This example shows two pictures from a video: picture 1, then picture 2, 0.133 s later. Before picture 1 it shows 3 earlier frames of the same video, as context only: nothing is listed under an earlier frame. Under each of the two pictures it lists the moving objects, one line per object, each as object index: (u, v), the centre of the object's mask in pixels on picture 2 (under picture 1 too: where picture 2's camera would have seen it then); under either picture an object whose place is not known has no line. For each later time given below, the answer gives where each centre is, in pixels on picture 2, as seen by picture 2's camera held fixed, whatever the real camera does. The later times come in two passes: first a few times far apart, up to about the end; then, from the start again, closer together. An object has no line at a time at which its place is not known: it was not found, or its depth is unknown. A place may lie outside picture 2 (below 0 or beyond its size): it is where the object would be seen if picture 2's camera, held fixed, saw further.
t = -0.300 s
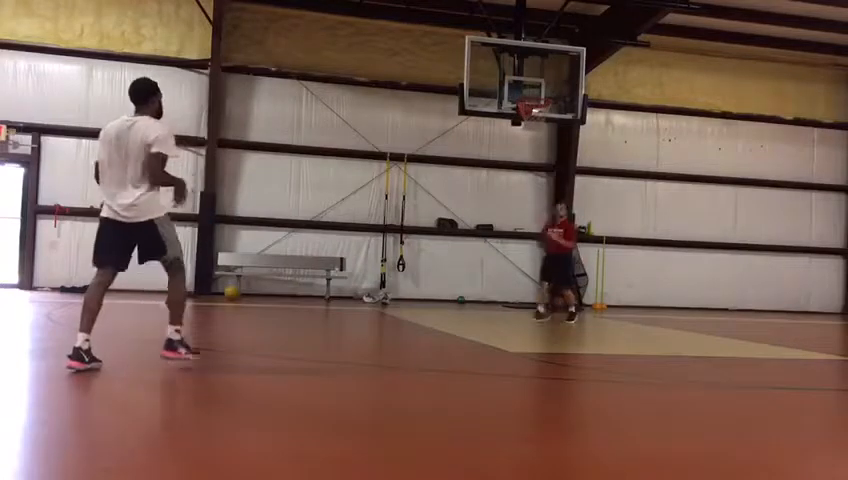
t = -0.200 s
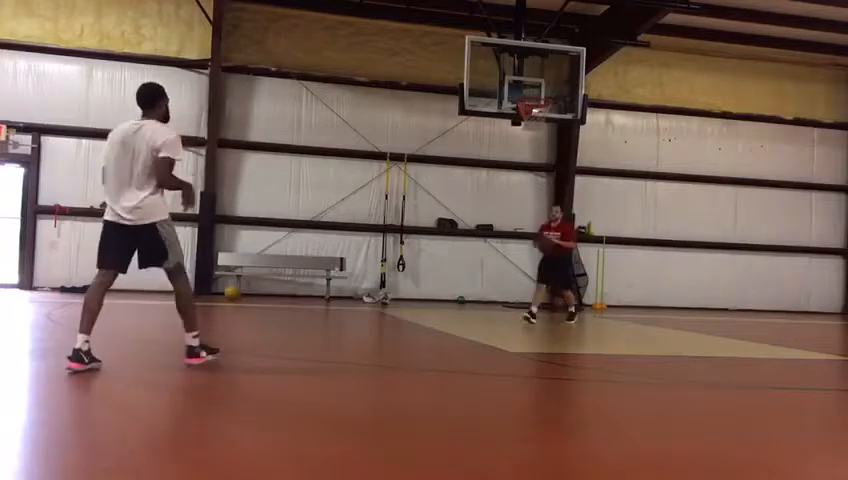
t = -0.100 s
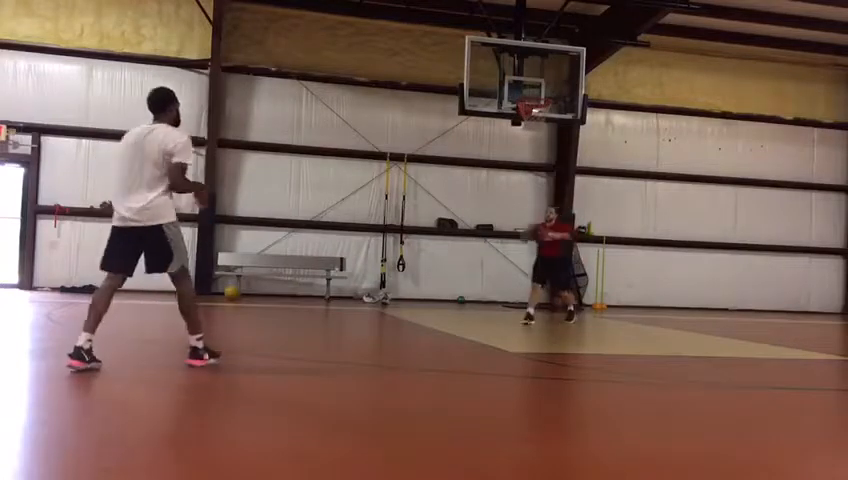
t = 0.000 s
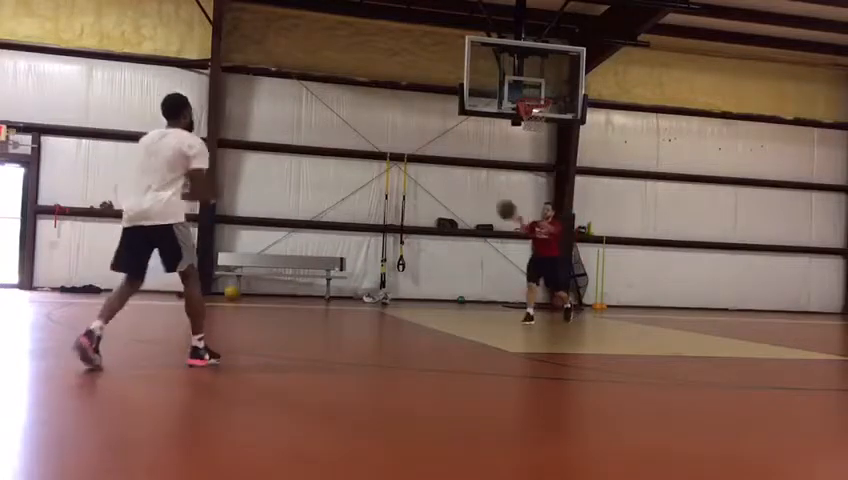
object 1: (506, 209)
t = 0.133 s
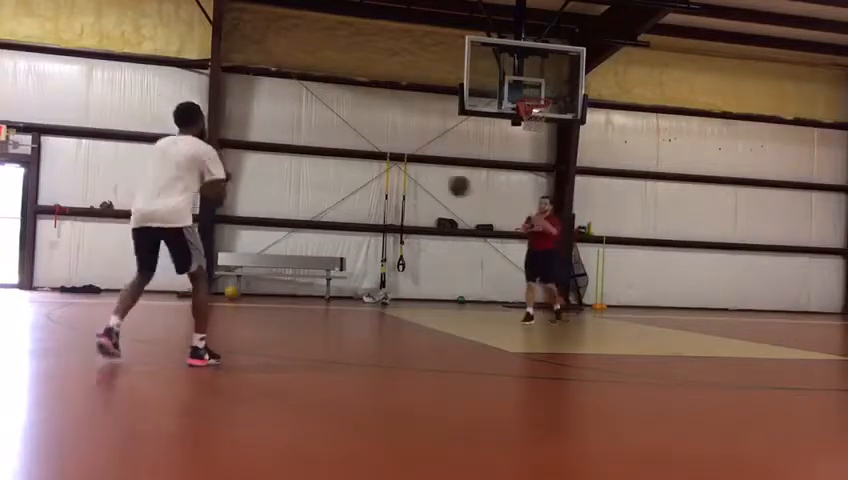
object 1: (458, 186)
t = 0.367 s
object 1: (346, 177)
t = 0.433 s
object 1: (303, 185)
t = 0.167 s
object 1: (445, 182)
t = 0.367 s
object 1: (346, 177)
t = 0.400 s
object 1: (326, 179)
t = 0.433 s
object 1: (303, 185)
